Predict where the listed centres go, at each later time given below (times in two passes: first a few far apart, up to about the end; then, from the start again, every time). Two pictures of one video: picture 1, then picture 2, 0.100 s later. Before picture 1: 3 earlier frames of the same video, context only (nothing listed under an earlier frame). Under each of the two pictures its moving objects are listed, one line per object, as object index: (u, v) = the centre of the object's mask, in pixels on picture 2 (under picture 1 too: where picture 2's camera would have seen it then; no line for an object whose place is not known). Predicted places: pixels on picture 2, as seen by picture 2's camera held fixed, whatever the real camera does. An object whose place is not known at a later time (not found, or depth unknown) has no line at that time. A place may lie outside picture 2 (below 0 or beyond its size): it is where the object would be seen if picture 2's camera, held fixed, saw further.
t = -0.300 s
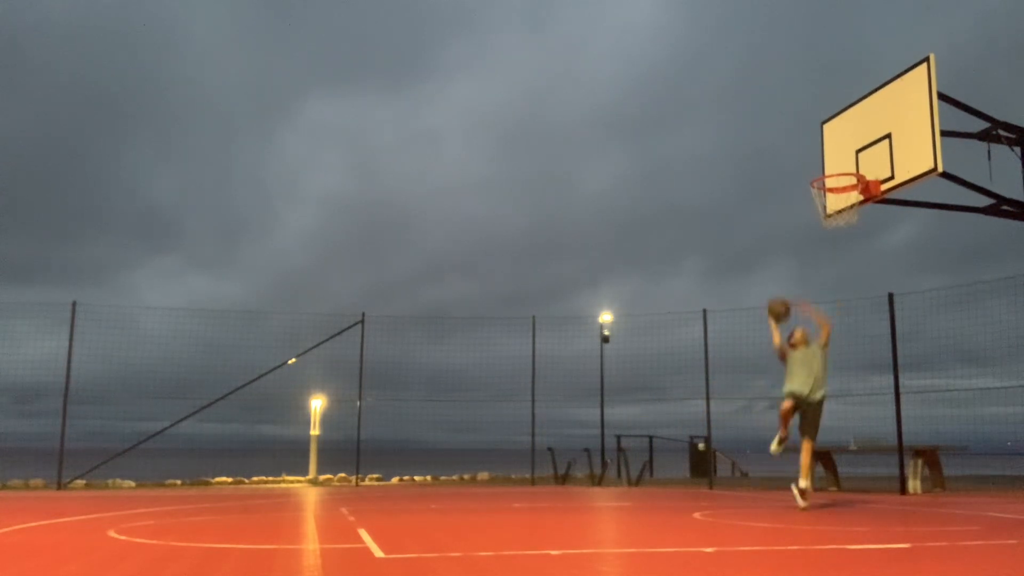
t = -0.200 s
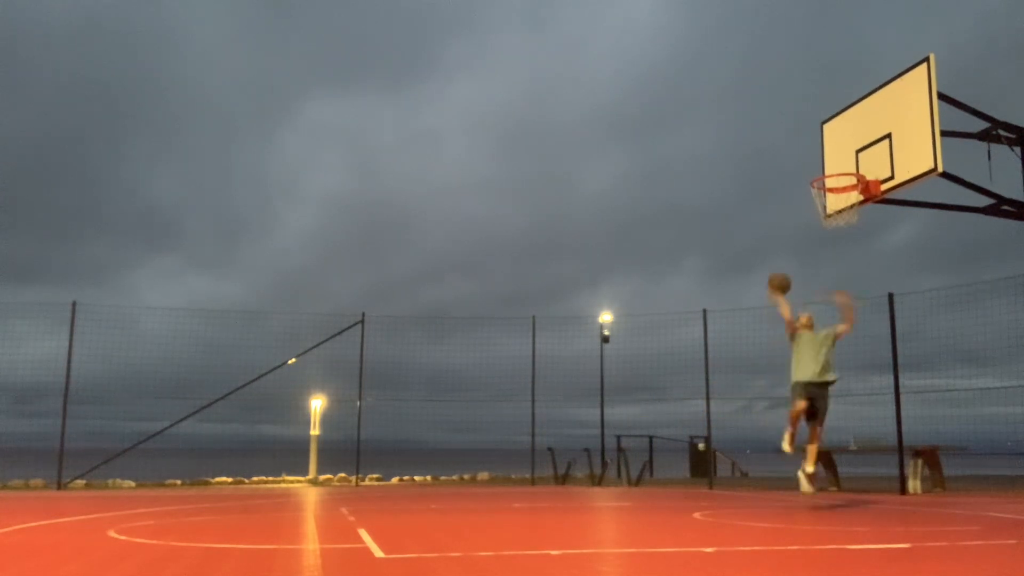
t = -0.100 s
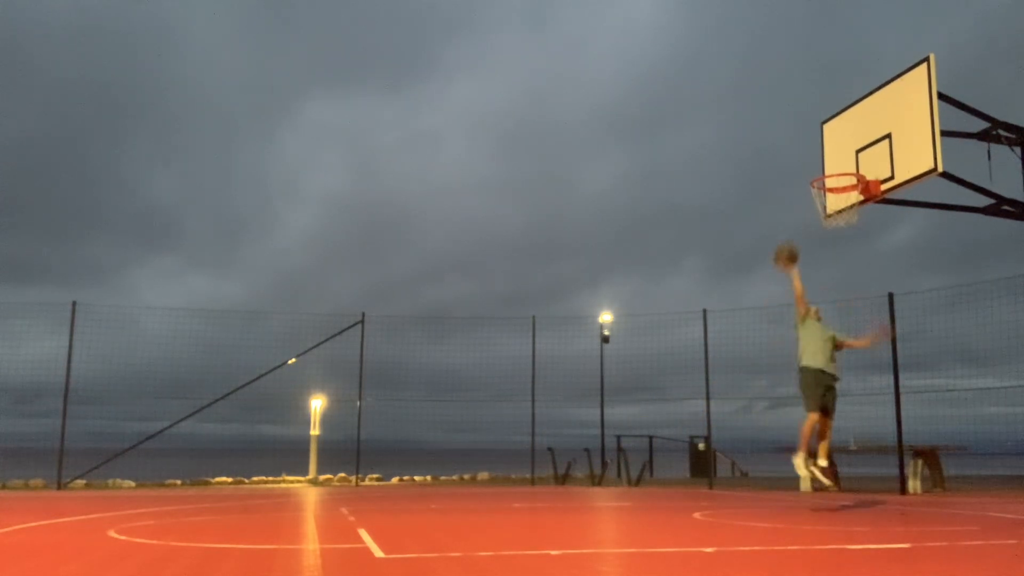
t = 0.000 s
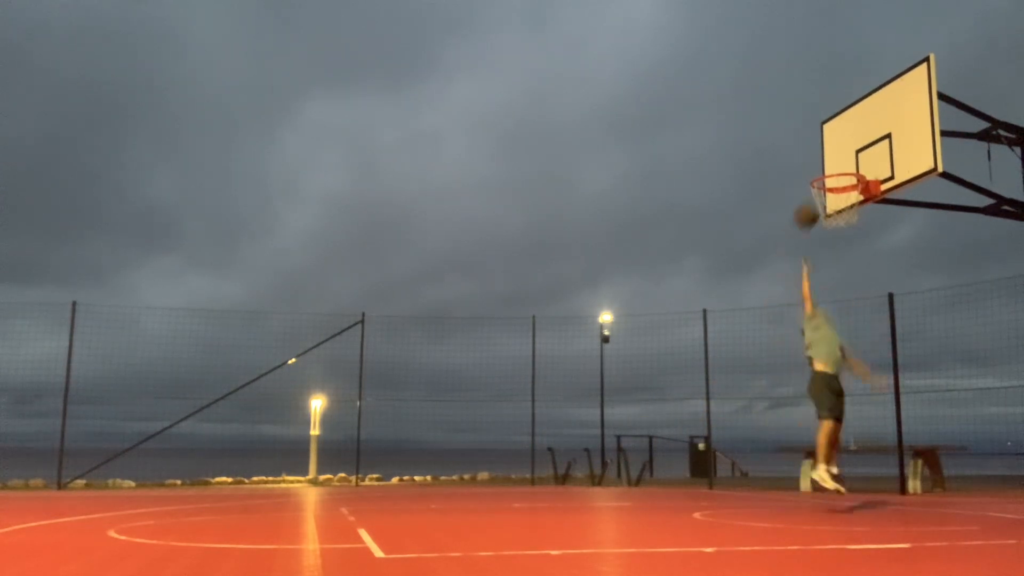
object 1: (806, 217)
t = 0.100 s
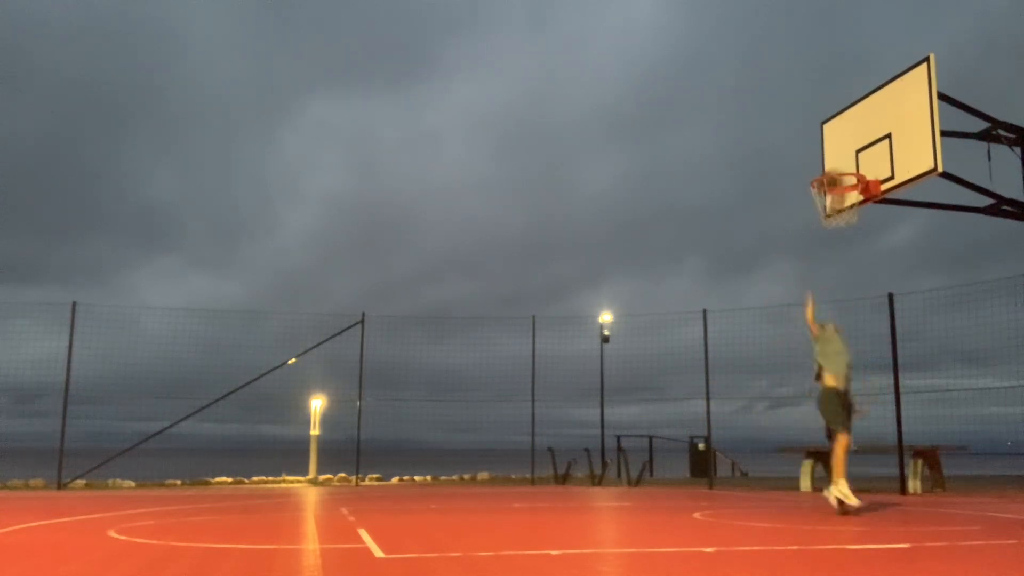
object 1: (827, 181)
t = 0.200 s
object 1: (841, 163)
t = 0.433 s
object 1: (838, 176)
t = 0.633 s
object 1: (830, 235)
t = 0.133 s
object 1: (839, 173)
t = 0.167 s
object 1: (842, 167)
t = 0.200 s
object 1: (841, 163)
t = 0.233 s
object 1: (840, 162)
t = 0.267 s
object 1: (840, 162)
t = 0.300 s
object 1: (839, 162)
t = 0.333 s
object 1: (839, 163)
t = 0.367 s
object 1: (838, 167)
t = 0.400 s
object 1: (838, 170)
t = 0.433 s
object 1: (838, 176)
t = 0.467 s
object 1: (837, 184)
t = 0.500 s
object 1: (835, 192)
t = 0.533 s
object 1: (833, 204)
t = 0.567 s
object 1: (832, 213)
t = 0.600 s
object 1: (831, 225)
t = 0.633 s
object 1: (830, 235)
